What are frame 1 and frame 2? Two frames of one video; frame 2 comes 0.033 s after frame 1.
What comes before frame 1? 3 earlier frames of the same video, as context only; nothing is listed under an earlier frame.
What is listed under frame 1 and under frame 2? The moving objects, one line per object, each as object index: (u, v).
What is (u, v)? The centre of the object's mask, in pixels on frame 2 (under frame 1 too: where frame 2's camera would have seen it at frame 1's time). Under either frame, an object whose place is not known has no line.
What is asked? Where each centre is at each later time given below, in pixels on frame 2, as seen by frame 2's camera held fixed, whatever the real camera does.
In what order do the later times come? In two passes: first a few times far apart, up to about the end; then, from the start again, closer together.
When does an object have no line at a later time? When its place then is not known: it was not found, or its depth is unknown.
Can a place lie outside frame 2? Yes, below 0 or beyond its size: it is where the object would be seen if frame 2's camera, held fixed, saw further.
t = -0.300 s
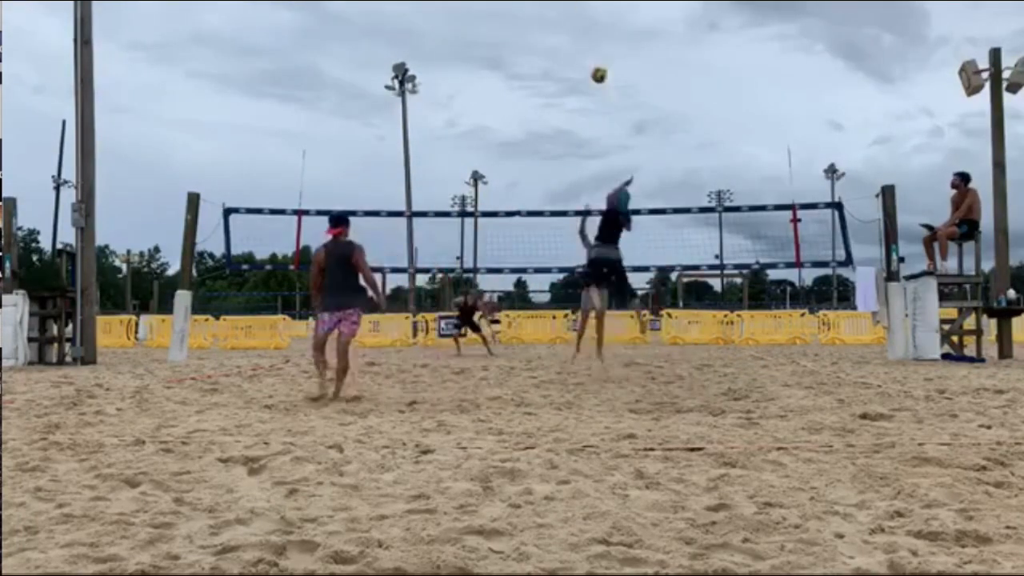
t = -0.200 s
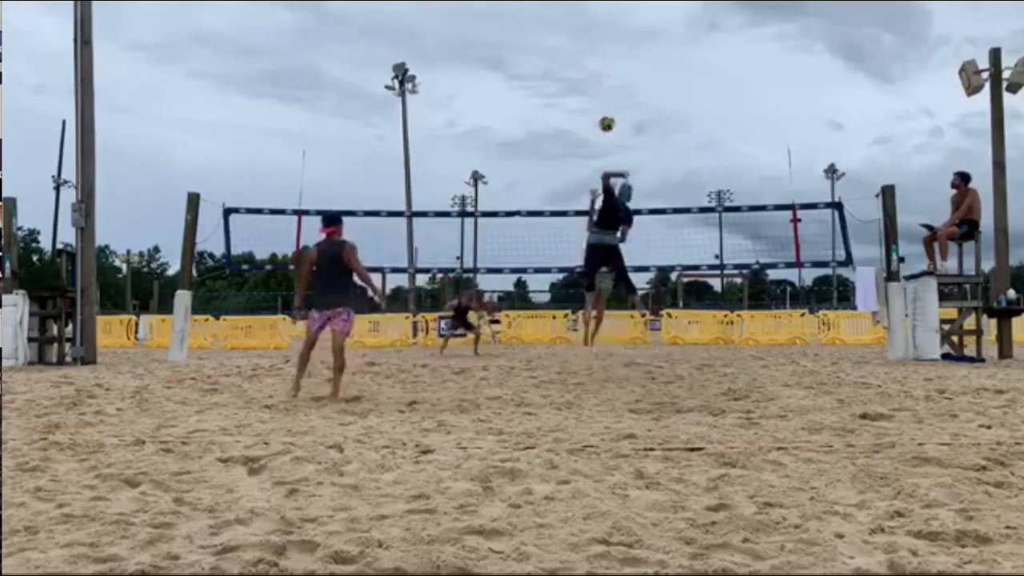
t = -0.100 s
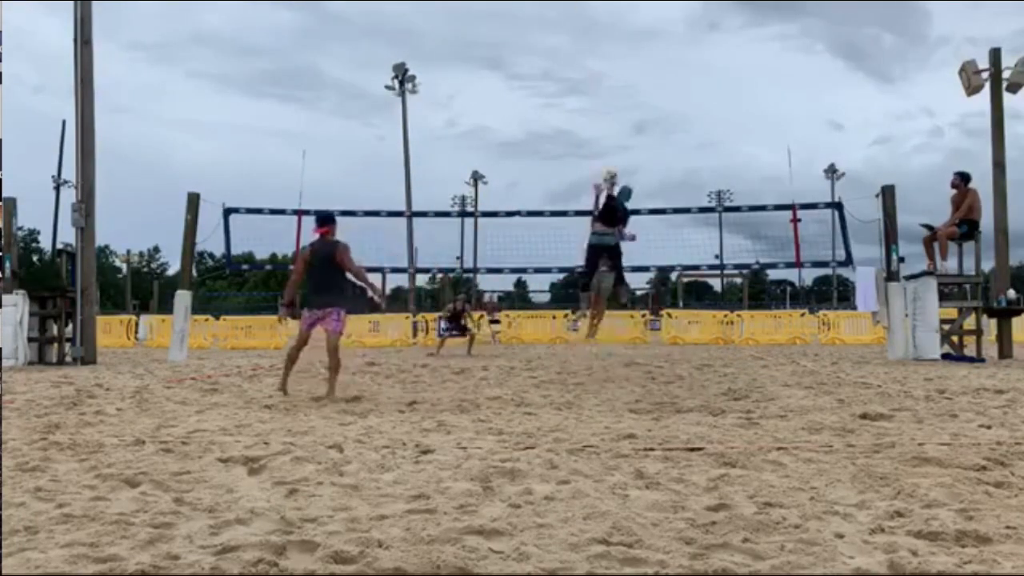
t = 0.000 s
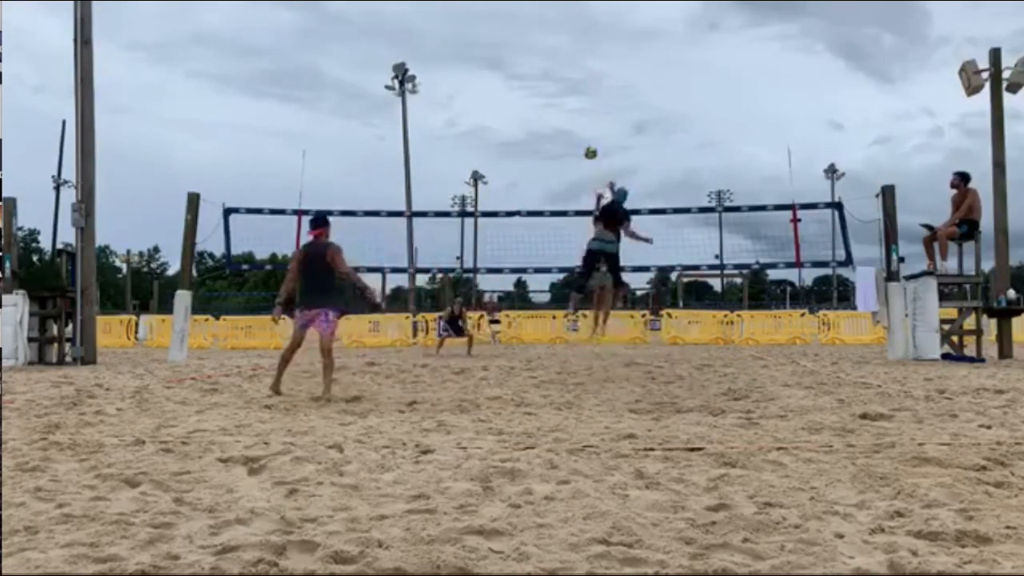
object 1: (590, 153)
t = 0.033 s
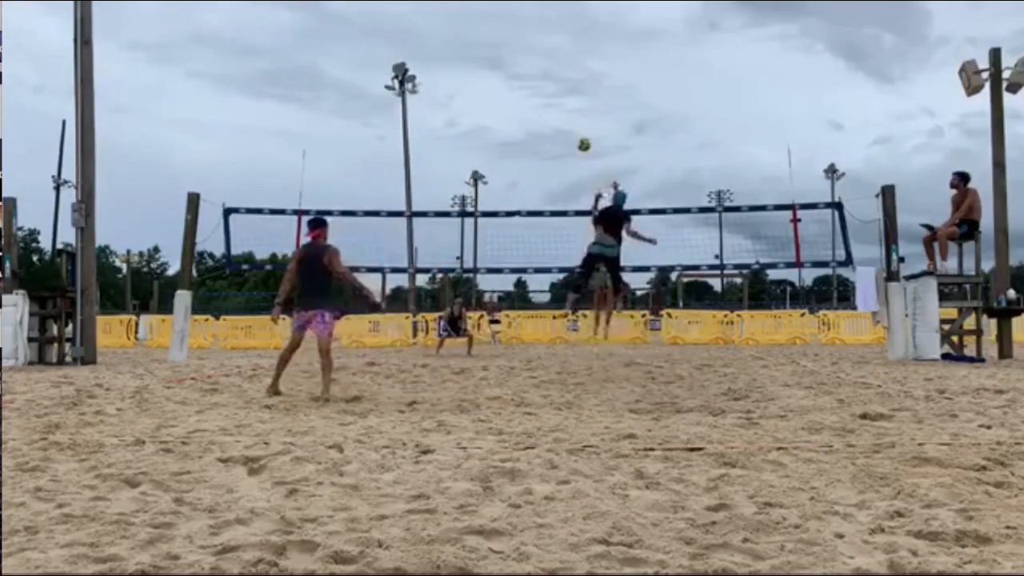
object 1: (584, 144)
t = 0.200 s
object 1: (554, 118)
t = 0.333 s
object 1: (533, 110)
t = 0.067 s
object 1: (578, 137)
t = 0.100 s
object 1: (571, 131)
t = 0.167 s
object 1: (560, 122)
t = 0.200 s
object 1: (554, 118)
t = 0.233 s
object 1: (549, 115)
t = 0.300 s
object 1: (539, 111)
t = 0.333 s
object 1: (533, 110)
